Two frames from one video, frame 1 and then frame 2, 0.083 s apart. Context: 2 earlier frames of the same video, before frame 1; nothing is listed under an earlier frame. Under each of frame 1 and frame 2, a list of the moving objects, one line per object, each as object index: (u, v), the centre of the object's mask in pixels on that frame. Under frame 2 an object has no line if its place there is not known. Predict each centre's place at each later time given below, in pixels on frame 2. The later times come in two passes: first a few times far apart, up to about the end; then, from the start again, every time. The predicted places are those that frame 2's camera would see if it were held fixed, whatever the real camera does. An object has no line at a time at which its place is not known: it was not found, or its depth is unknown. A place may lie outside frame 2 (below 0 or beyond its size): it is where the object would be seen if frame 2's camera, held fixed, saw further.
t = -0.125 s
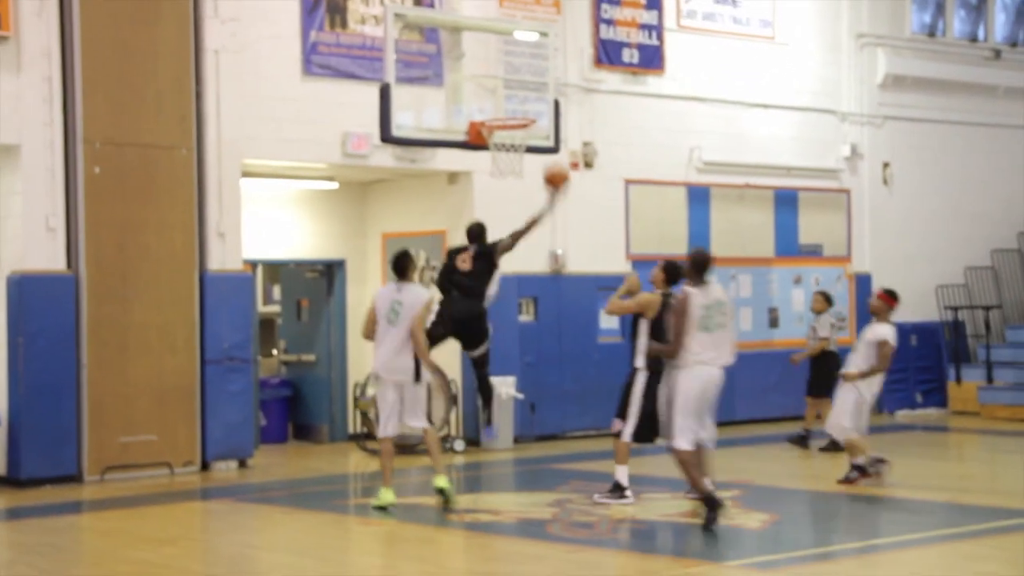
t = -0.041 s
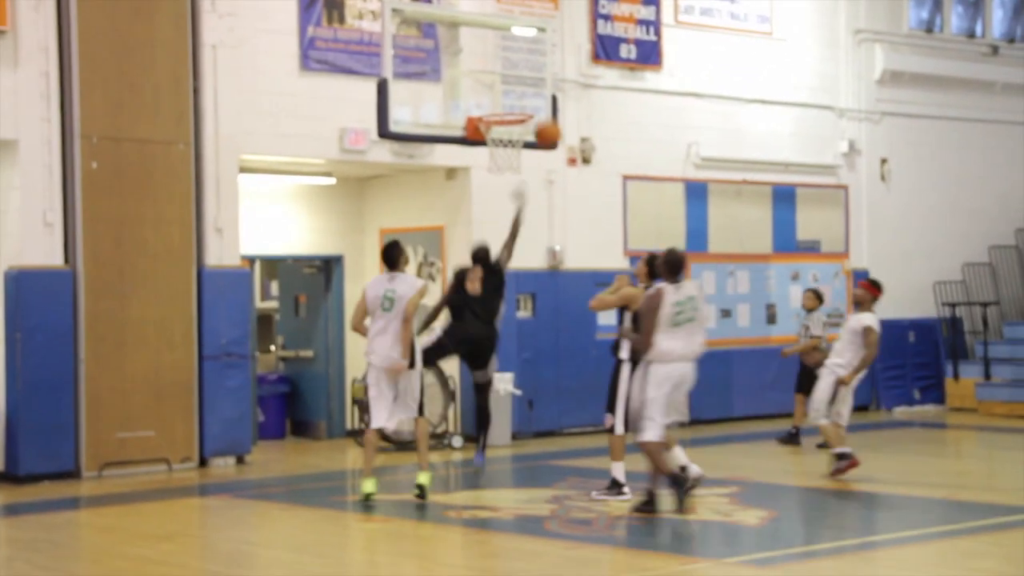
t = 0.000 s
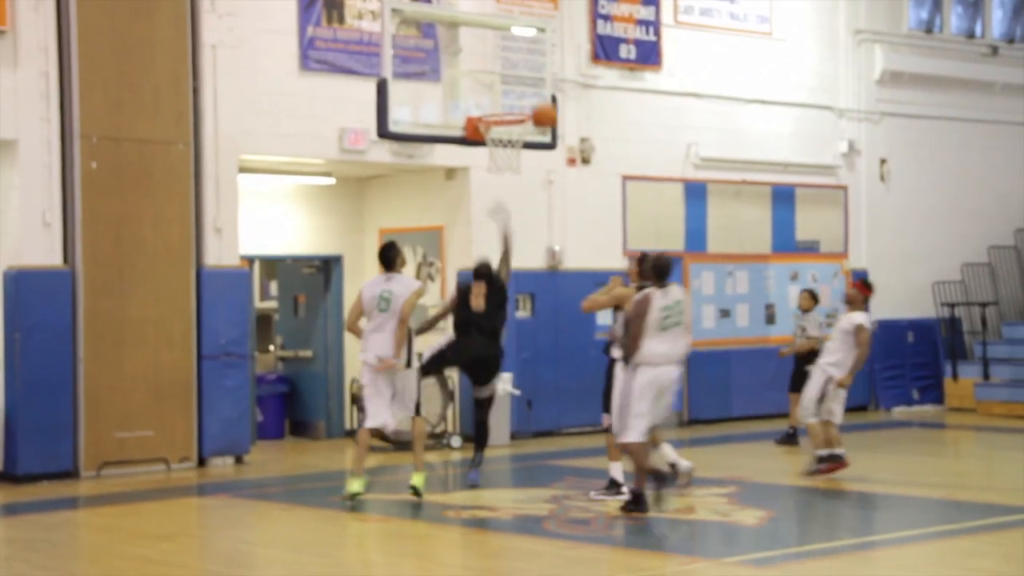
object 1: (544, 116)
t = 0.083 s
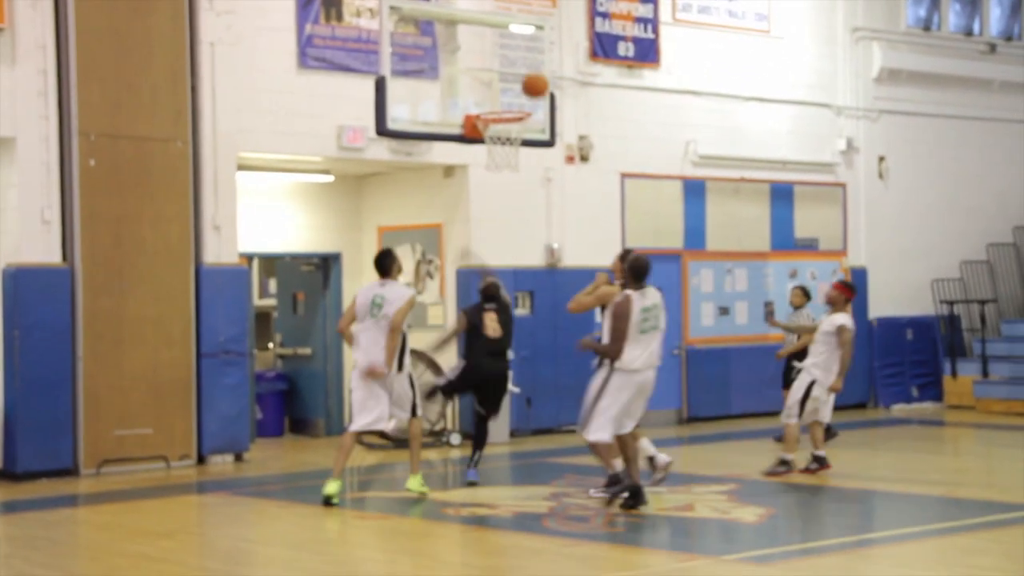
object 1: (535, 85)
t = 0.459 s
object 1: (507, 56)
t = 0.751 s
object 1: (504, 77)
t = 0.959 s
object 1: (515, 56)
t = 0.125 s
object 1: (532, 74)
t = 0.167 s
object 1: (529, 65)
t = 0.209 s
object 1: (525, 57)
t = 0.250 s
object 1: (522, 52)
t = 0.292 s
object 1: (519, 49)
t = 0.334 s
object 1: (516, 48)
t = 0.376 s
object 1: (513, 48)
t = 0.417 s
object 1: (510, 51)
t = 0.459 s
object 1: (507, 56)
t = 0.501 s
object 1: (505, 63)
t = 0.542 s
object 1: (503, 71)
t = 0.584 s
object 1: (502, 82)
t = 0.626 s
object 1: (501, 94)
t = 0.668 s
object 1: (500, 99)
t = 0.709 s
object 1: (502, 88)
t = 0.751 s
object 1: (504, 77)
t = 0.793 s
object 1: (507, 70)
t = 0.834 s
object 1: (508, 63)
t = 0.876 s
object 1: (510, 59)
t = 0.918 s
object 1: (513, 56)
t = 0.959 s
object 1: (515, 56)
